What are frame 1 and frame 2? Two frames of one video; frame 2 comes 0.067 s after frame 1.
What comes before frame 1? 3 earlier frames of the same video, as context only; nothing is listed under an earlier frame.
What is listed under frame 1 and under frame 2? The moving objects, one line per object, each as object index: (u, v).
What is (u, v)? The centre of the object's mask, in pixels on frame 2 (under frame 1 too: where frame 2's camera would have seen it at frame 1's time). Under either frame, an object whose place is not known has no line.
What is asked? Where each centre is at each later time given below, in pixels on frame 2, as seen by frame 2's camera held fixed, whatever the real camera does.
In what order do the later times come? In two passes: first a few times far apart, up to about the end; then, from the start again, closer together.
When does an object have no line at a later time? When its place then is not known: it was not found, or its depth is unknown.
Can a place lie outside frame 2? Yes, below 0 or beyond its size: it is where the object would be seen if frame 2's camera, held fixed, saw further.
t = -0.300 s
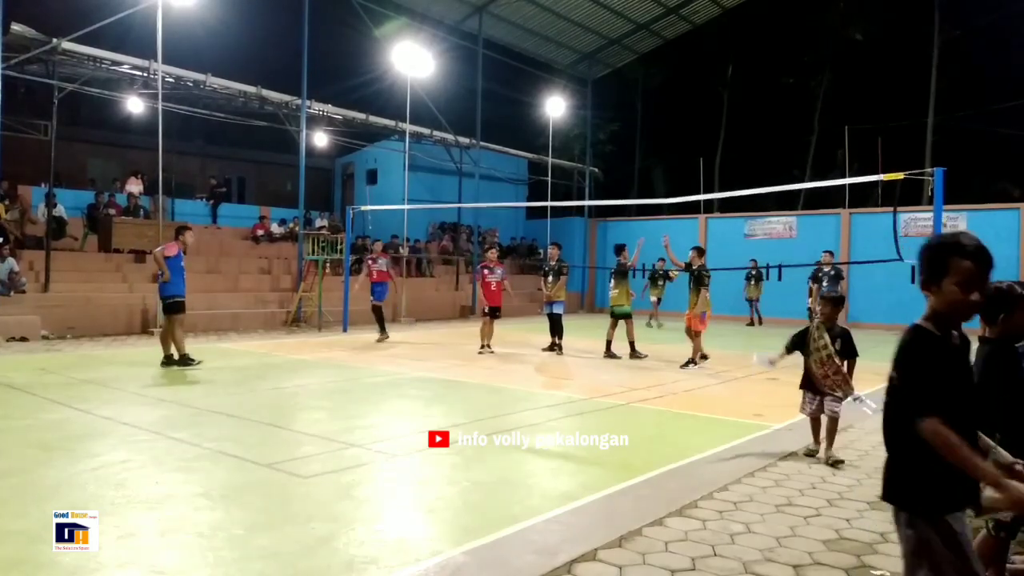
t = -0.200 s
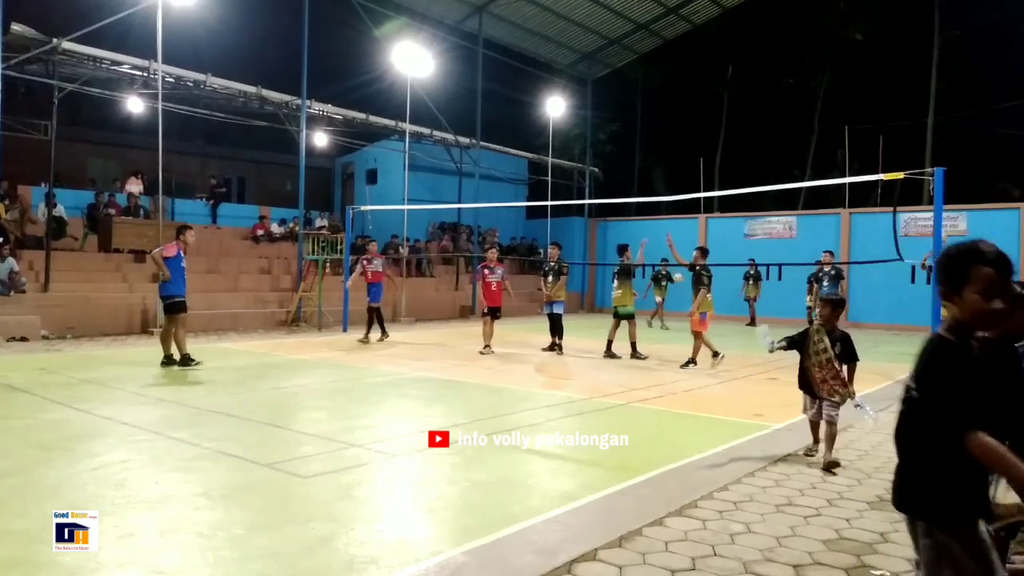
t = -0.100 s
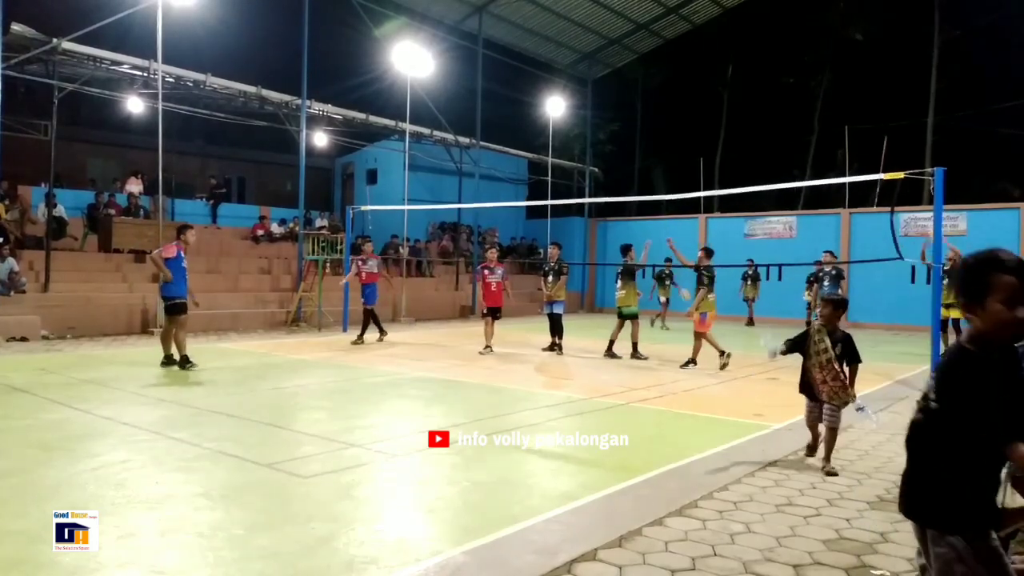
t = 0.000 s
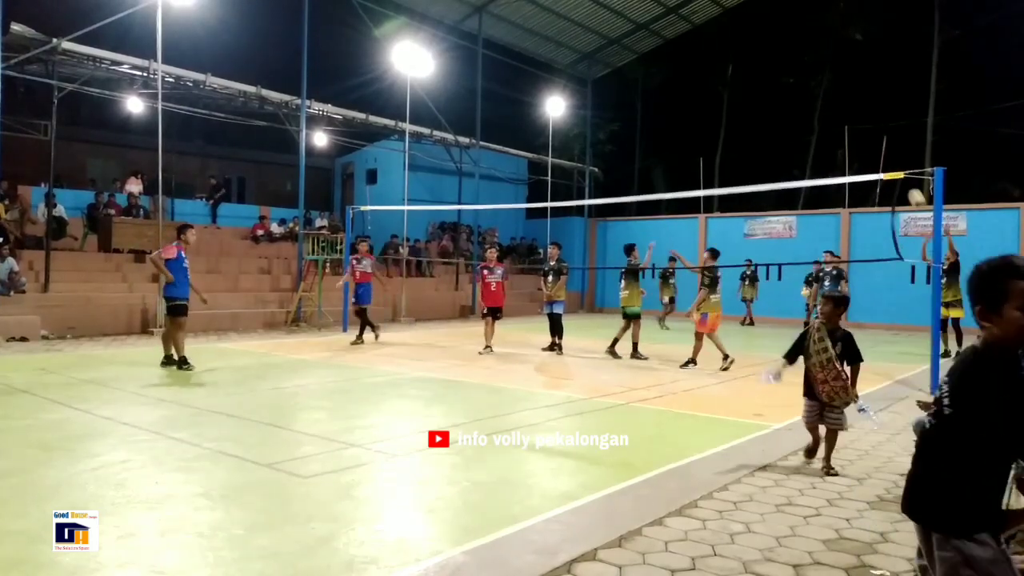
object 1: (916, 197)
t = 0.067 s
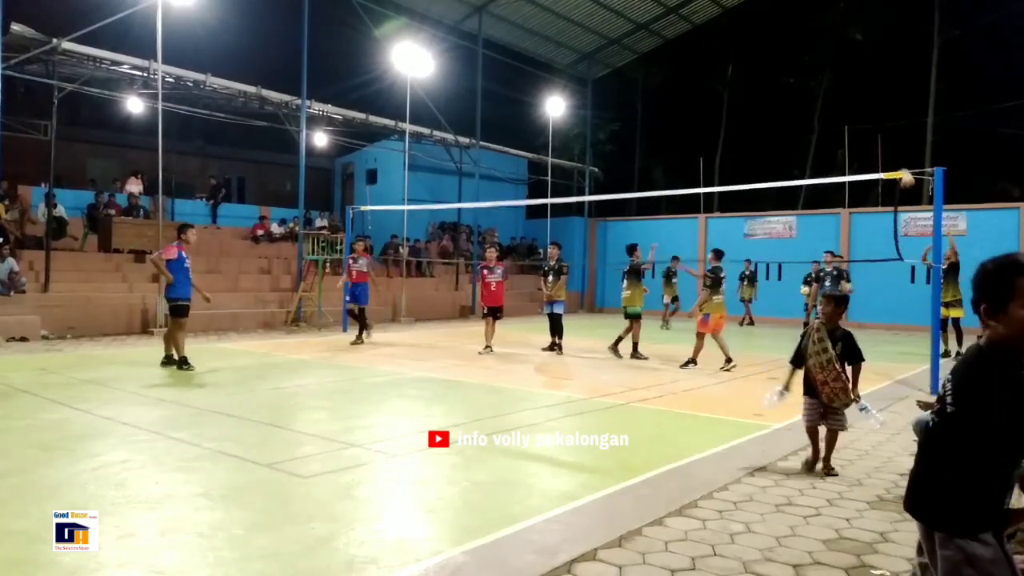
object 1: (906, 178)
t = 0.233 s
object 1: (878, 139)
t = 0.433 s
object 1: (843, 117)
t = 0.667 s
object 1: (799, 123)
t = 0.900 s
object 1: (753, 168)
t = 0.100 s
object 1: (899, 167)
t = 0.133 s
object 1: (894, 160)
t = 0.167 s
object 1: (889, 153)
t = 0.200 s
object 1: (883, 146)
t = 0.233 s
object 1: (878, 139)
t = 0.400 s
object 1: (849, 119)
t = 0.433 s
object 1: (843, 117)
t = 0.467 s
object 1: (836, 115)
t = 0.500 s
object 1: (830, 115)
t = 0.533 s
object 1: (824, 115)
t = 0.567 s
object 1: (819, 115)
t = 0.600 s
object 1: (812, 117)
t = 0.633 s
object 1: (806, 120)
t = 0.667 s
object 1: (799, 123)
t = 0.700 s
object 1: (793, 127)
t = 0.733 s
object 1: (786, 132)
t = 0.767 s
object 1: (780, 138)
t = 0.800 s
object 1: (773, 144)
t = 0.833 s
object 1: (767, 151)
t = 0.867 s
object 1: (760, 159)
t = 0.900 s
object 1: (753, 168)
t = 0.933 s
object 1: (748, 176)
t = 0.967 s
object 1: (739, 189)
